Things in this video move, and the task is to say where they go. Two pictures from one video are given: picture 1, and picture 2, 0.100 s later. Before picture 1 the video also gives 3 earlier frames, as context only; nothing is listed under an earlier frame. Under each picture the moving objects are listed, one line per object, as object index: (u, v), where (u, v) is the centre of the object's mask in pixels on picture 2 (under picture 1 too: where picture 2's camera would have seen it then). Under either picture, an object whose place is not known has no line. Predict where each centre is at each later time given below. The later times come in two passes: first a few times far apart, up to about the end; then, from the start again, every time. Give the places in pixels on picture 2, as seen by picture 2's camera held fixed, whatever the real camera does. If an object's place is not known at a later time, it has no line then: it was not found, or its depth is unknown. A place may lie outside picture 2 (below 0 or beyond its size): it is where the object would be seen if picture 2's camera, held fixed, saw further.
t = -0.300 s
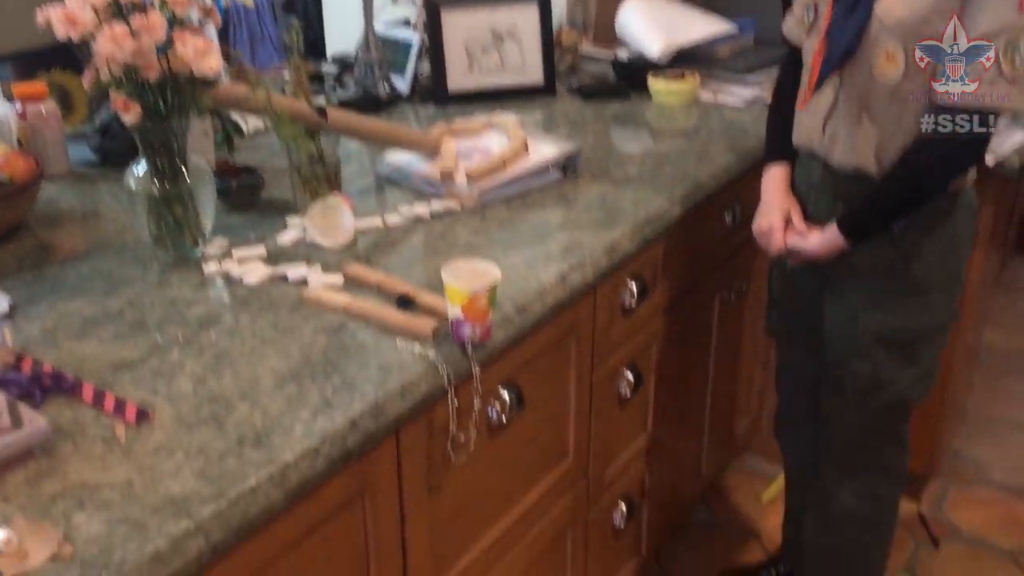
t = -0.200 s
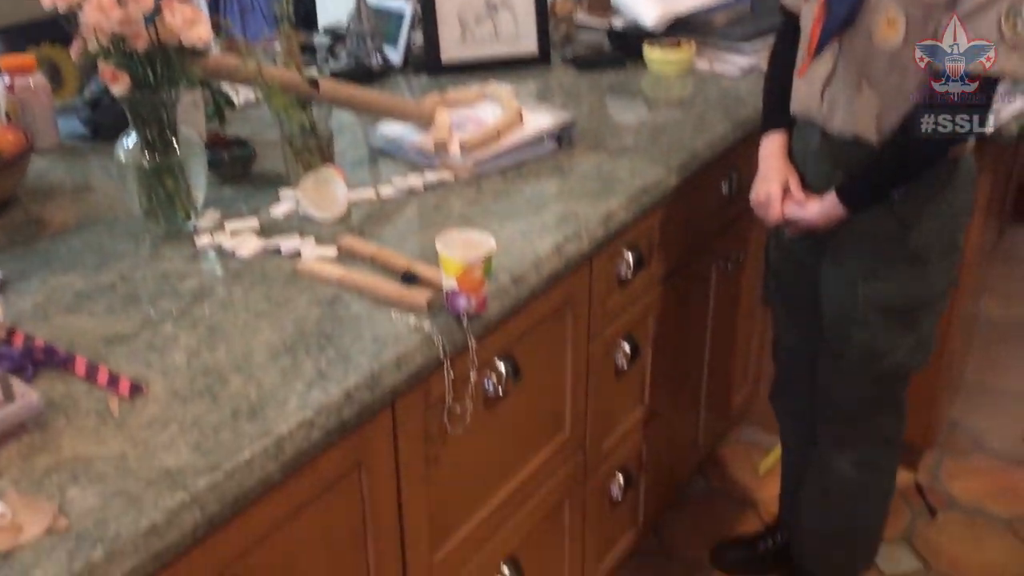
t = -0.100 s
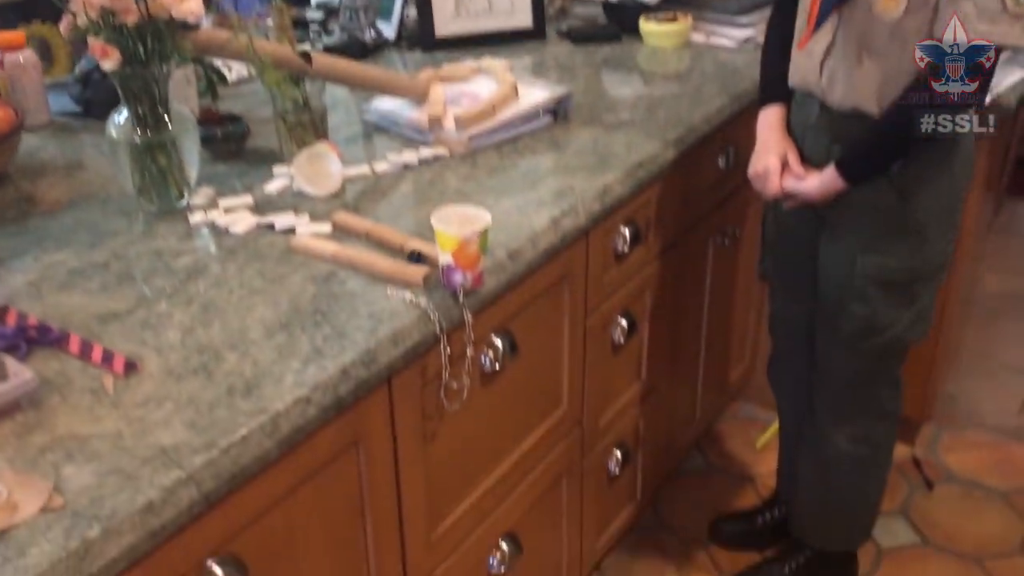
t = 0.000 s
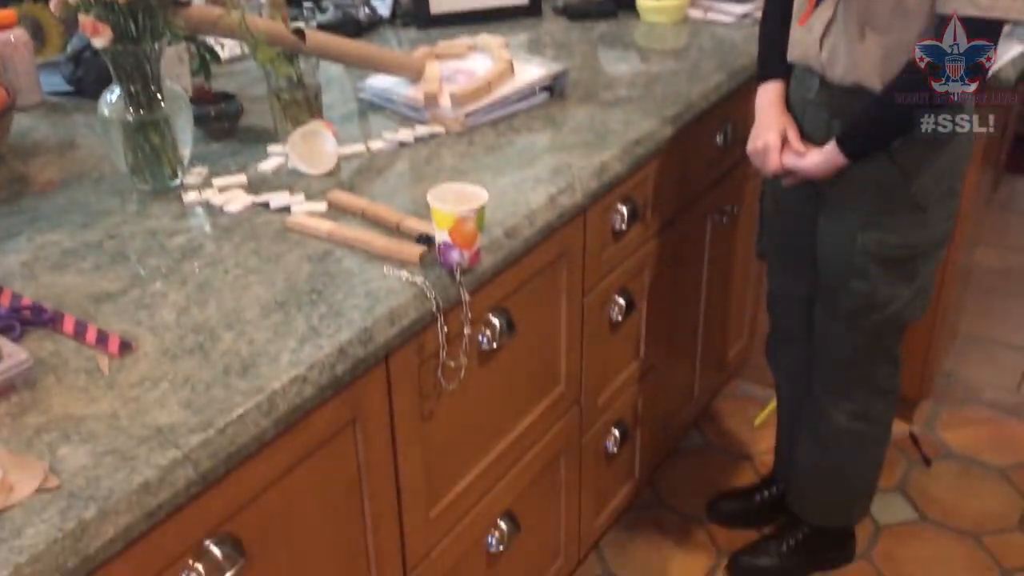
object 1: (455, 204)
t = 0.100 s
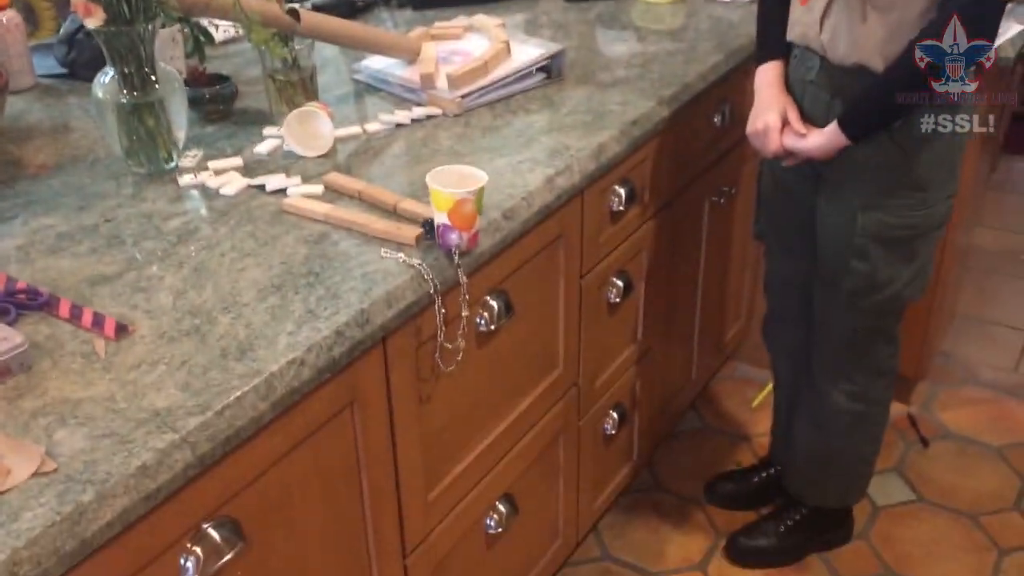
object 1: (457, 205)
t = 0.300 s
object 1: (484, 220)
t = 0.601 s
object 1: (548, 440)
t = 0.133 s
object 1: (459, 205)
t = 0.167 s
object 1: (461, 206)
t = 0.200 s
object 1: (464, 207)
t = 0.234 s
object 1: (468, 209)
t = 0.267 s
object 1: (475, 211)
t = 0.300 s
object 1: (484, 220)
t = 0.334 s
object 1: (495, 235)
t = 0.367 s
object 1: (507, 259)
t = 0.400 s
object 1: (518, 284)
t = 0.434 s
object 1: (528, 316)
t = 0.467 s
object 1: (536, 353)
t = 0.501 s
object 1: (542, 394)
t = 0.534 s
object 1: (543, 439)
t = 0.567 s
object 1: (541, 455)
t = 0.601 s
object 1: (548, 440)
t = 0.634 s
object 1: (554, 424)
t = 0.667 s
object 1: (557, 412)
